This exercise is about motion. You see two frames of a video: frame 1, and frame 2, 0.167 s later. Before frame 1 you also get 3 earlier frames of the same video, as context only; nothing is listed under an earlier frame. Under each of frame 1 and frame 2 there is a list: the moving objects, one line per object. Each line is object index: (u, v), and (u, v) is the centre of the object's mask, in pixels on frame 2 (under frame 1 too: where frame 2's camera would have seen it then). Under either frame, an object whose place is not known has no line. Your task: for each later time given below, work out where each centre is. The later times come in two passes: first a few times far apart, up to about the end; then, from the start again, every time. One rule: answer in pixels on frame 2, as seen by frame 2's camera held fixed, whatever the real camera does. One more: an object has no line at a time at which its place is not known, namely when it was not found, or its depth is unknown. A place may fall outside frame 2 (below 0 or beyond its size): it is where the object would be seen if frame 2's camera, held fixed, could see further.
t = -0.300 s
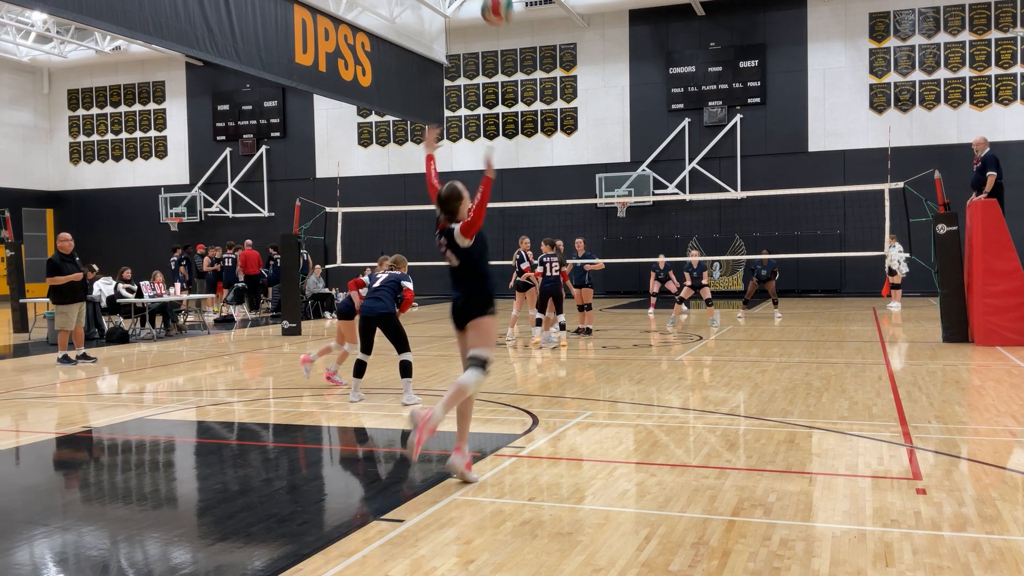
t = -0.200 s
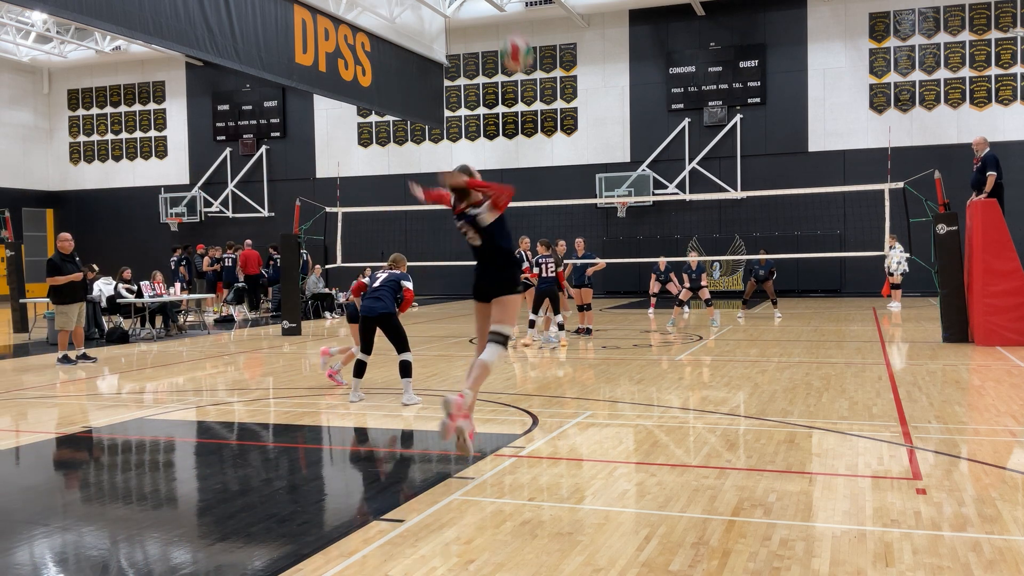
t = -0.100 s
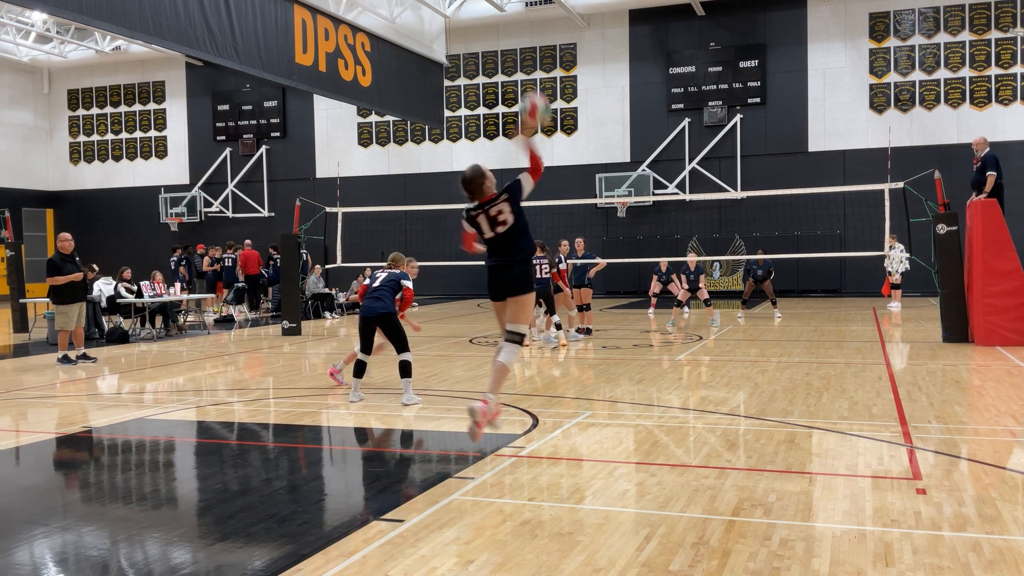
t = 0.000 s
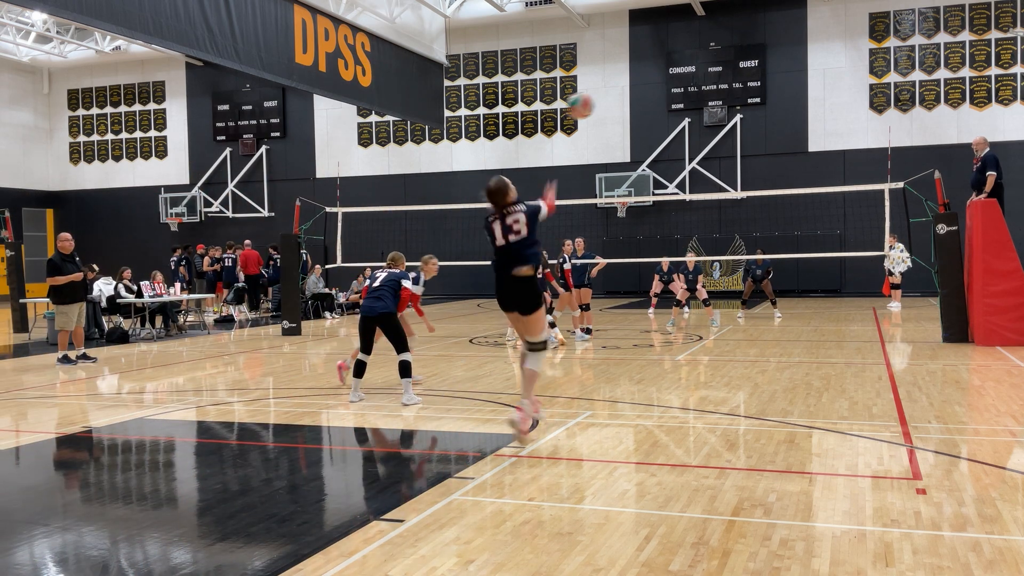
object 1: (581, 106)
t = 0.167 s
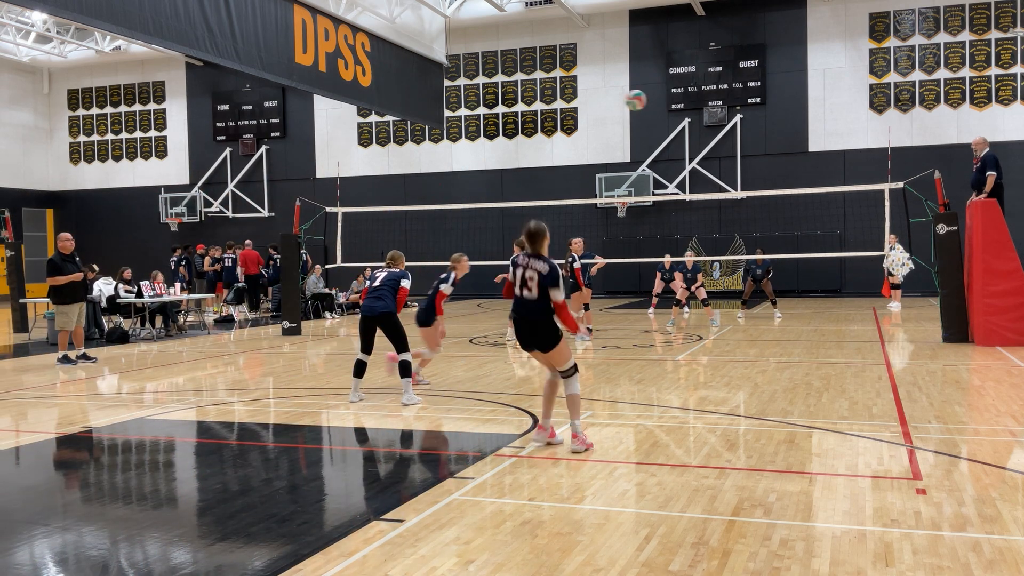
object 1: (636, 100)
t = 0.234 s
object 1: (651, 104)
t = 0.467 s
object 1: (694, 132)
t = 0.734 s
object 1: (725, 186)
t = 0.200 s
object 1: (643, 101)
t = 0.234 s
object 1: (651, 104)
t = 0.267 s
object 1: (659, 107)
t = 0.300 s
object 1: (666, 110)
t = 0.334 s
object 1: (672, 114)
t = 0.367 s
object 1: (678, 117)
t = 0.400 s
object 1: (684, 121)
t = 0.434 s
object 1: (689, 126)
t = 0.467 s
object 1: (694, 132)
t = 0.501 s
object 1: (698, 138)
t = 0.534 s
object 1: (702, 143)
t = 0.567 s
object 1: (706, 150)
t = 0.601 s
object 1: (710, 158)
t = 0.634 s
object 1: (714, 165)
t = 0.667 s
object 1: (718, 172)
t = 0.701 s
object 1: (722, 179)
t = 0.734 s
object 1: (725, 186)
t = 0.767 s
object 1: (729, 199)
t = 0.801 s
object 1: (733, 203)
